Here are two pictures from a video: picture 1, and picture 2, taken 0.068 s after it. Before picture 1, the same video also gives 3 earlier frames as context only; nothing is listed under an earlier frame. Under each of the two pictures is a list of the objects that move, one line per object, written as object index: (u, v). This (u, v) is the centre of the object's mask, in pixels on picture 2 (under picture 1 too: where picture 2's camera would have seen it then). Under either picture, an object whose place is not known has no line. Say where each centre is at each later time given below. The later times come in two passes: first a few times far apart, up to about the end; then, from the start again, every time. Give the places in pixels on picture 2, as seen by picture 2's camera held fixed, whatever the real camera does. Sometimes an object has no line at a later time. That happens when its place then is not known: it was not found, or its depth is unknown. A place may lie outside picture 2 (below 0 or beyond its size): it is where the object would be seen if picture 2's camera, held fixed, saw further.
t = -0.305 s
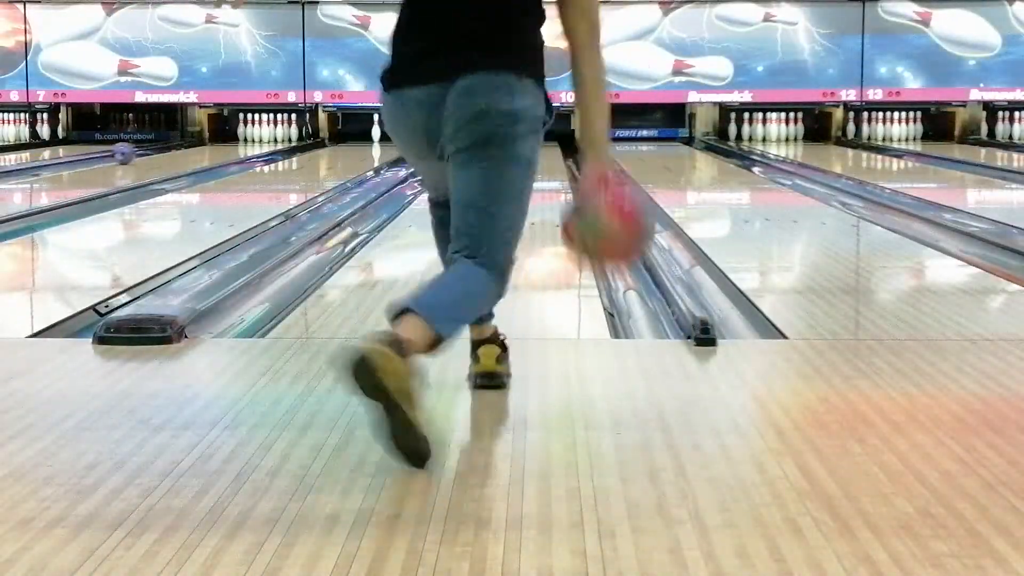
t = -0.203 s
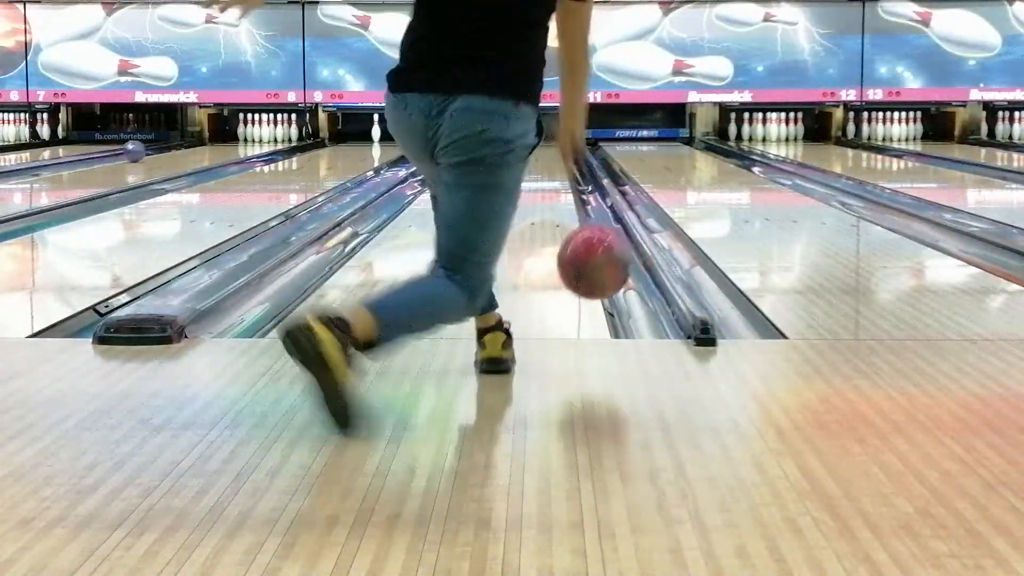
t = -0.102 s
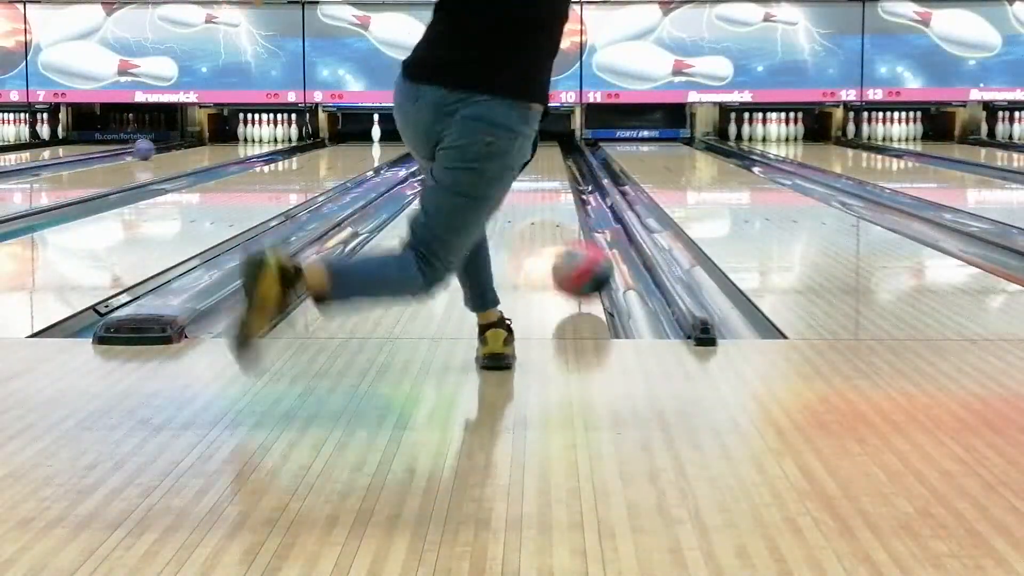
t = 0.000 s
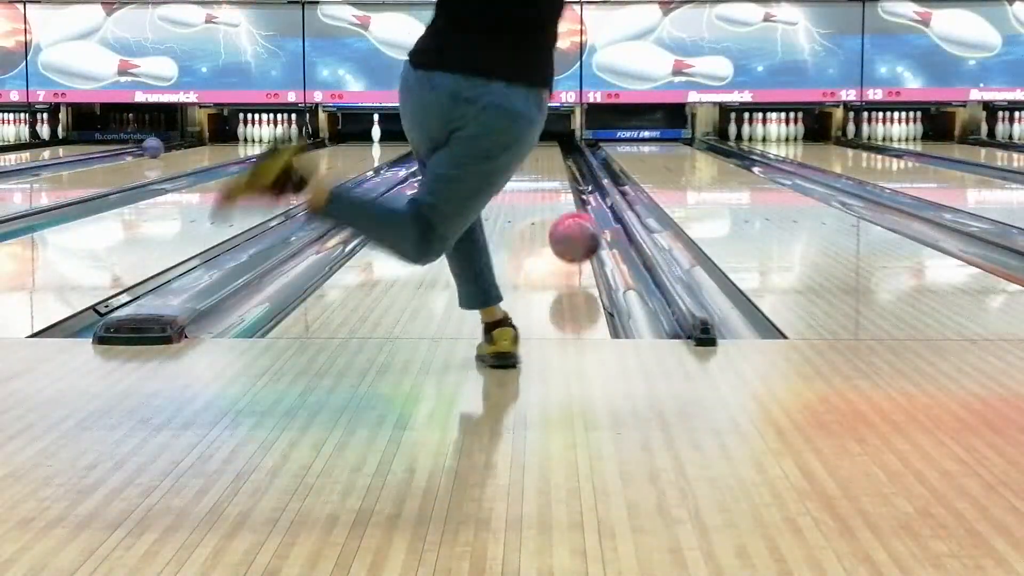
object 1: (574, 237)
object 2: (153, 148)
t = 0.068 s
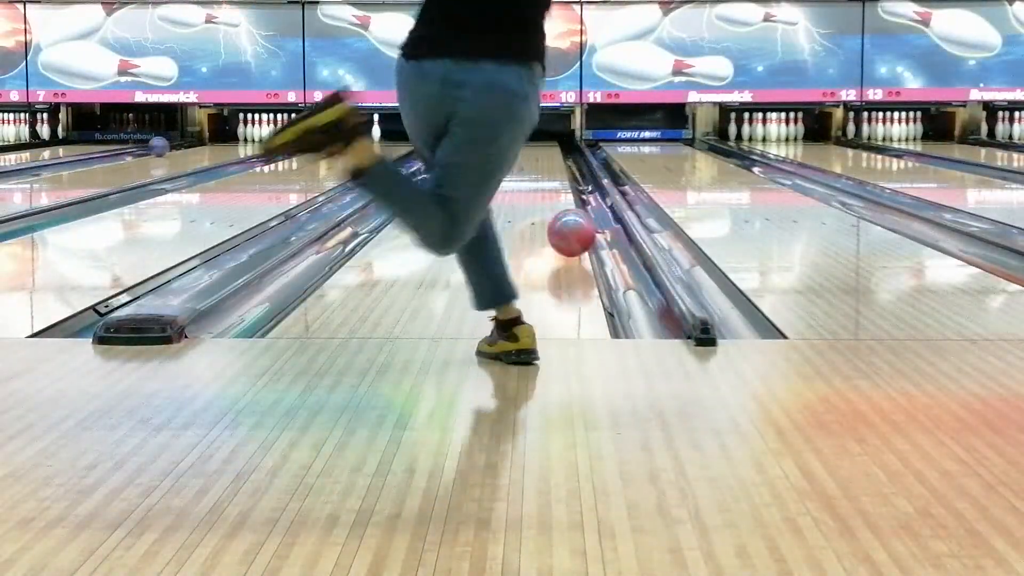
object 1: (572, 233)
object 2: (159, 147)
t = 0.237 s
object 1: (565, 208)
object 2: (172, 144)
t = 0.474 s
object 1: (559, 183)
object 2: (187, 141)
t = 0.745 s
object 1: (555, 166)
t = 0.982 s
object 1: (553, 155)
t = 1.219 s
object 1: (552, 147)
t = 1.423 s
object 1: (551, 142)
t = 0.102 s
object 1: (570, 227)
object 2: (161, 146)
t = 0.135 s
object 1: (568, 221)
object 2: (164, 146)
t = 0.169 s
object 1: (567, 217)
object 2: (167, 145)
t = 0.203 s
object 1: (566, 212)
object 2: (169, 145)
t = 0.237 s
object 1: (565, 208)
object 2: (172, 144)
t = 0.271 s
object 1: (563, 204)
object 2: (174, 144)
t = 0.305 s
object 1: (563, 200)
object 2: (176, 143)
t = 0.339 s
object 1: (561, 196)
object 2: (179, 143)
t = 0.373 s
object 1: (561, 193)
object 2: (181, 142)
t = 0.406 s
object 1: (560, 190)
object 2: (183, 142)
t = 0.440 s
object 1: (559, 186)
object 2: (185, 142)
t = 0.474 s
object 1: (559, 183)
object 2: (187, 141)
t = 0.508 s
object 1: (558, 181)
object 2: (189, 141)
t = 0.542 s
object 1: (558, 178)
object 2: (191, 141)
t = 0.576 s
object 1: (557, 176)
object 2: (193, 140)
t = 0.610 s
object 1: (557, 175)
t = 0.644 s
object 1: (556, 171)
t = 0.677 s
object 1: (555, 169)
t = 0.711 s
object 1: (555, 167)
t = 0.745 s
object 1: (555, 166)
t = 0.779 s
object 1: (555, 164)
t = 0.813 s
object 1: (554, 162)
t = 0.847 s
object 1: (554, 161)
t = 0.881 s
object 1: (553, 160)
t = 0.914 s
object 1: (553, 158)
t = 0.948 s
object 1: (553, 156)
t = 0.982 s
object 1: (553, 155)
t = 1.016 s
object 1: (553, 153)
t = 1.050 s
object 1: (552, 153)
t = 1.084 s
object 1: (552, 152)
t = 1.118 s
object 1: (552, 150)
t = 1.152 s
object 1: (552, 149)
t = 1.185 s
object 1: (552, 148)
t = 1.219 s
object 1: (552, 147)
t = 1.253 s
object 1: (552, 146)
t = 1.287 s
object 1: (552, 145)
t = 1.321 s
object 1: (551, 144)
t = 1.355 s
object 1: (552, 143)
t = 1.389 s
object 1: (551, 142)
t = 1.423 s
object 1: (551, 142)
